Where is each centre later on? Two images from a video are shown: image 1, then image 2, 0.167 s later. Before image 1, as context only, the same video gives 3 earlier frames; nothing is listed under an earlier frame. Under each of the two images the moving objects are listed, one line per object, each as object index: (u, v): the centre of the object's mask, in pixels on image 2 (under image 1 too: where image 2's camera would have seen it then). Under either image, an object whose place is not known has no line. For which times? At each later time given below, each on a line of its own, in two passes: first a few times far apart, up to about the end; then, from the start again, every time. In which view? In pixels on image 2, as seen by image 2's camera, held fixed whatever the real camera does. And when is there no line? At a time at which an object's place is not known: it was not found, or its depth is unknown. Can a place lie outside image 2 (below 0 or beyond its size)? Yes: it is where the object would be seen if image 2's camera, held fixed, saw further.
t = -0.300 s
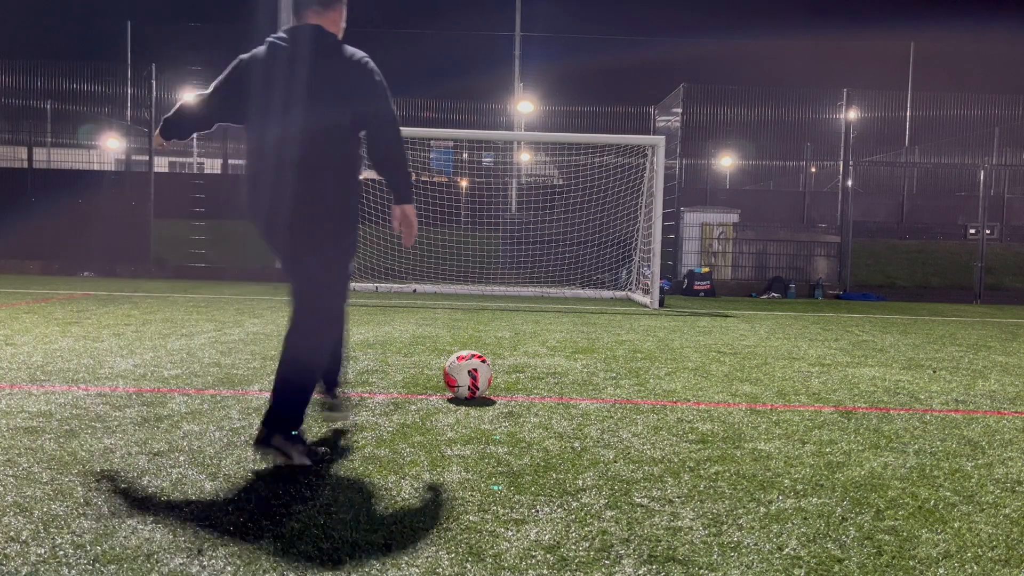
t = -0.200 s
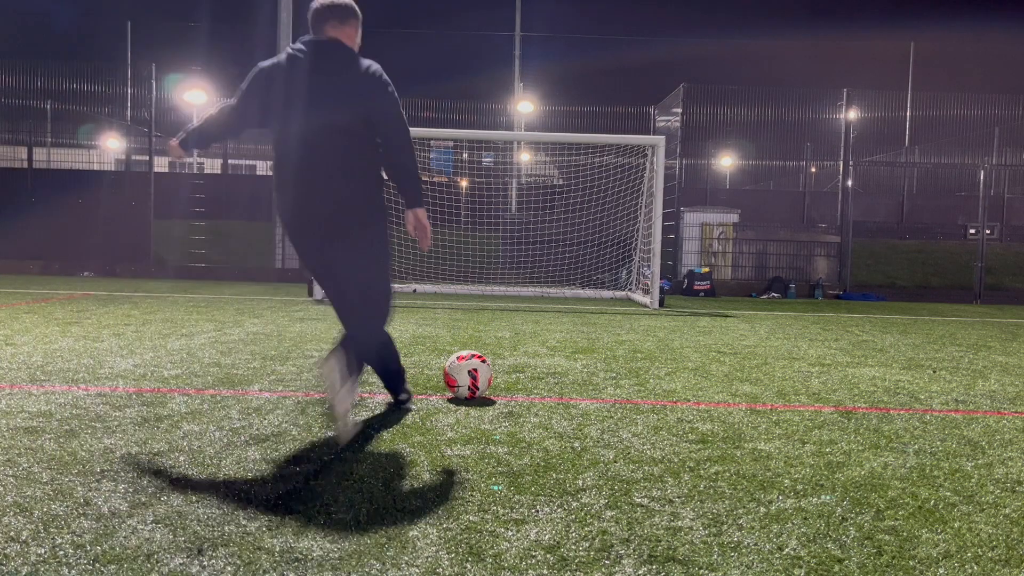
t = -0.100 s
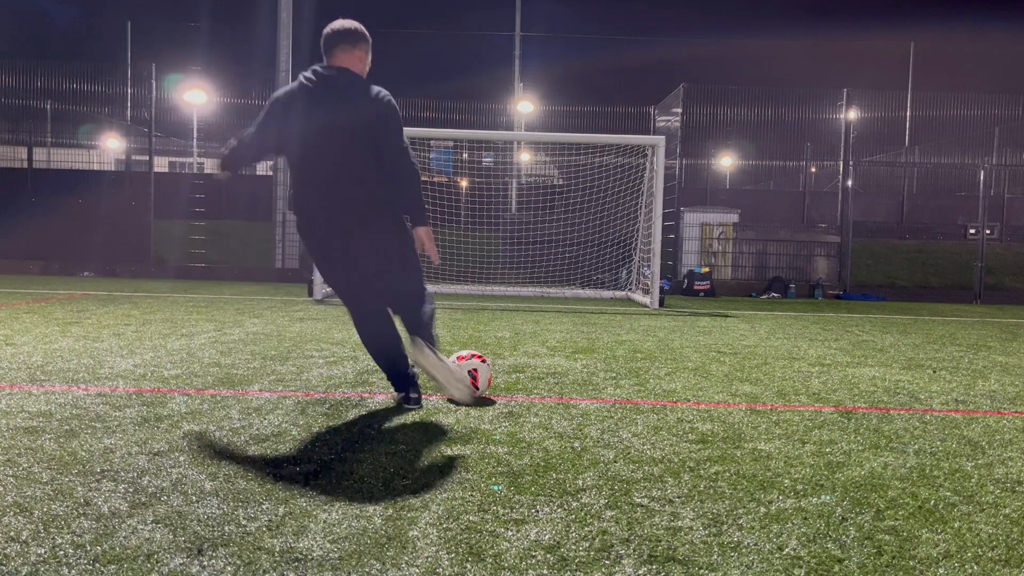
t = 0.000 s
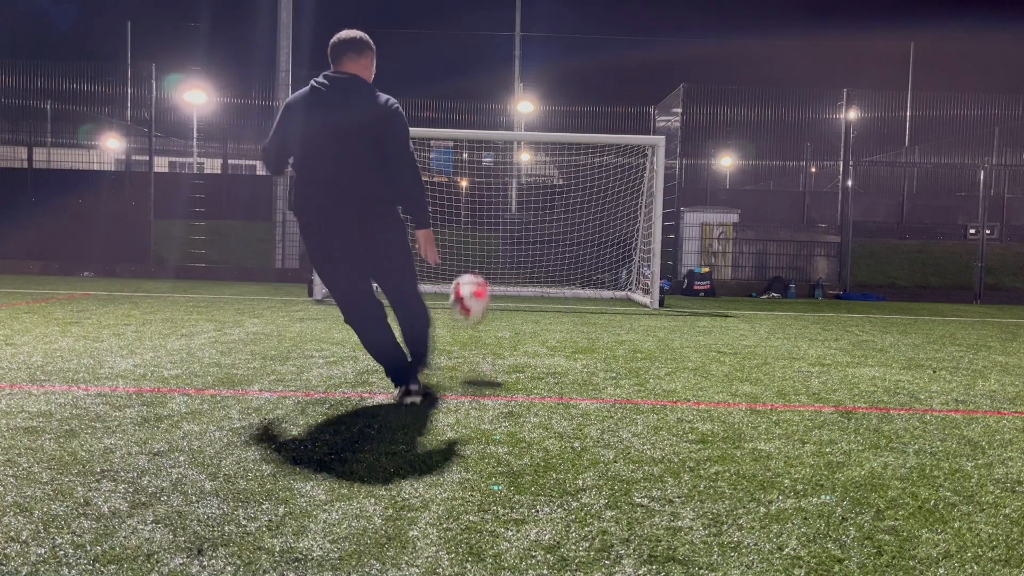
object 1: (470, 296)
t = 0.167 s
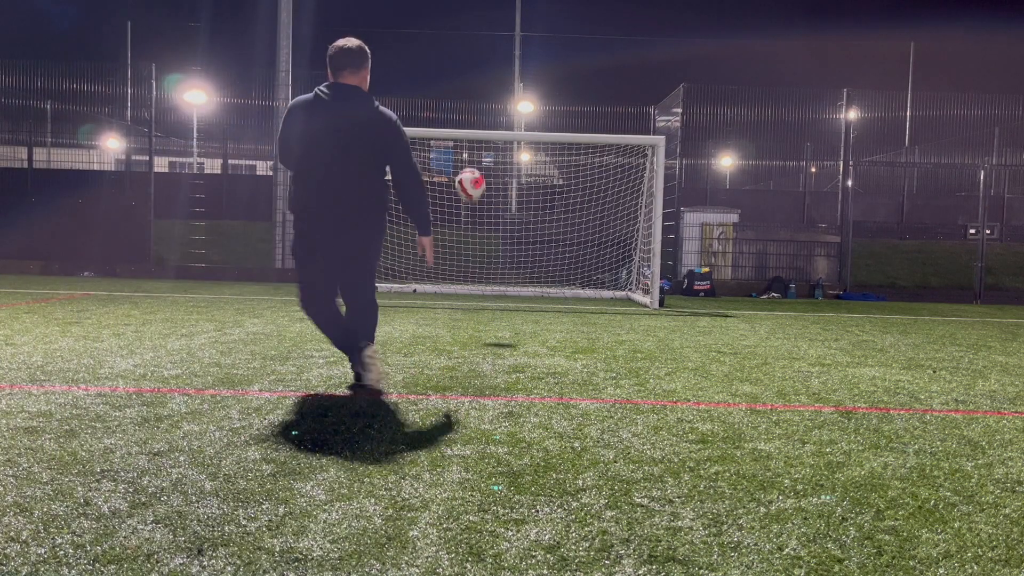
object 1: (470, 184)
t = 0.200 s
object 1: (470, 174)
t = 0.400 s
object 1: (467, 142)
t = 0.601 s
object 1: (466, 259)
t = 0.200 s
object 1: (470, 174)
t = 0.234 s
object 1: (469, 164)
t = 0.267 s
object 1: (469, 156)
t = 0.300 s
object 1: (468, 151)
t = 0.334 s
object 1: (468, 146)
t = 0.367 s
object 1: (467, 143)
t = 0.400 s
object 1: (467, 142)
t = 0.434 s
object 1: (467, 142)
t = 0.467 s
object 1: (467, 145)
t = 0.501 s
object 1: (467, 171)
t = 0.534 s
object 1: (468, 202)
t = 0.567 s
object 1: (466, 229)
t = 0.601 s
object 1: (466, 259)
